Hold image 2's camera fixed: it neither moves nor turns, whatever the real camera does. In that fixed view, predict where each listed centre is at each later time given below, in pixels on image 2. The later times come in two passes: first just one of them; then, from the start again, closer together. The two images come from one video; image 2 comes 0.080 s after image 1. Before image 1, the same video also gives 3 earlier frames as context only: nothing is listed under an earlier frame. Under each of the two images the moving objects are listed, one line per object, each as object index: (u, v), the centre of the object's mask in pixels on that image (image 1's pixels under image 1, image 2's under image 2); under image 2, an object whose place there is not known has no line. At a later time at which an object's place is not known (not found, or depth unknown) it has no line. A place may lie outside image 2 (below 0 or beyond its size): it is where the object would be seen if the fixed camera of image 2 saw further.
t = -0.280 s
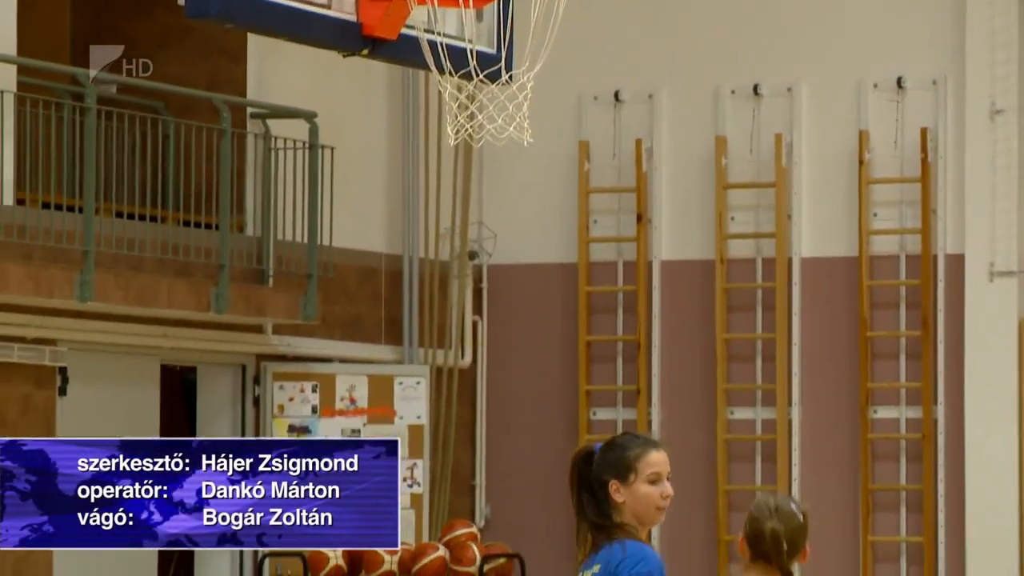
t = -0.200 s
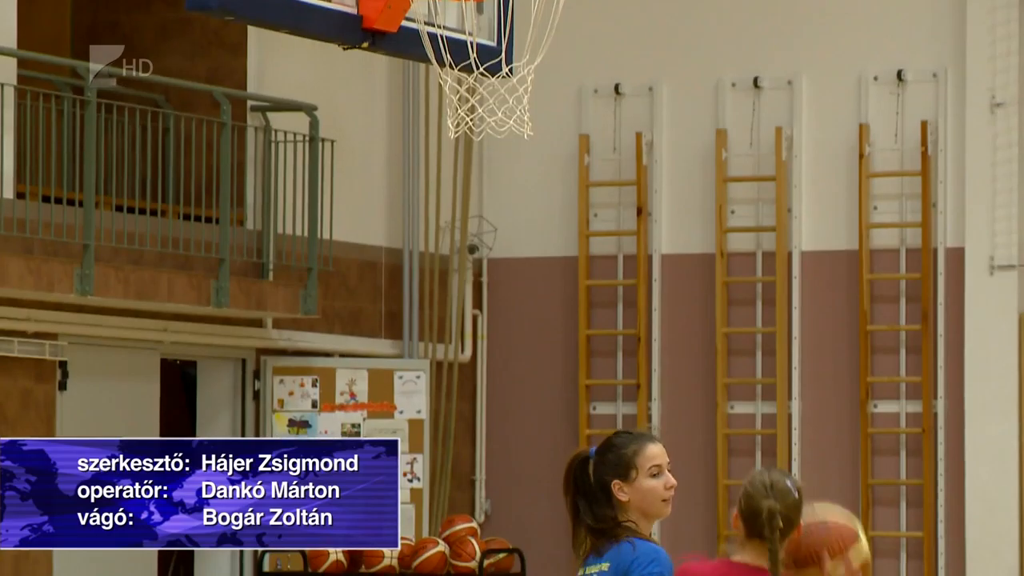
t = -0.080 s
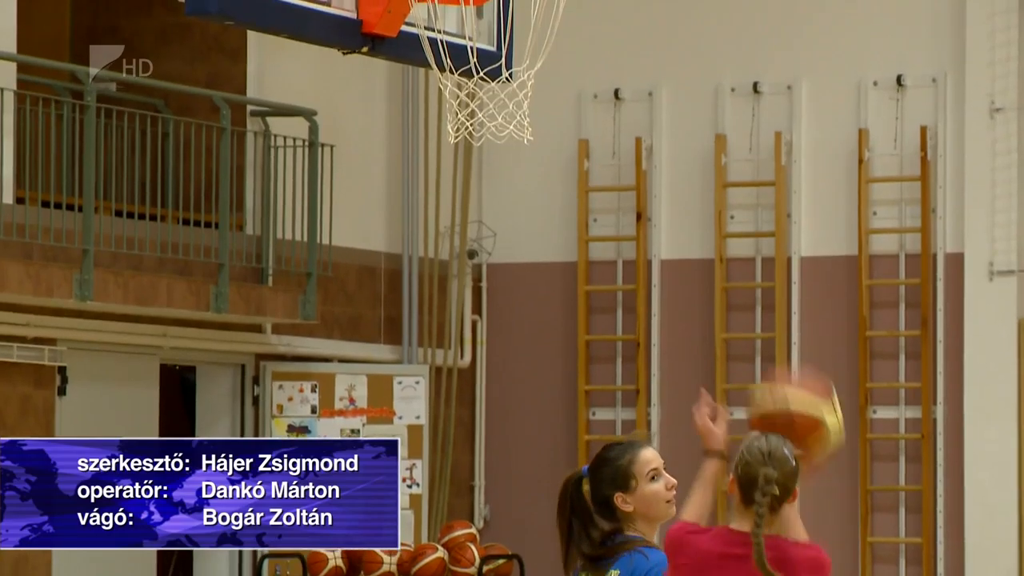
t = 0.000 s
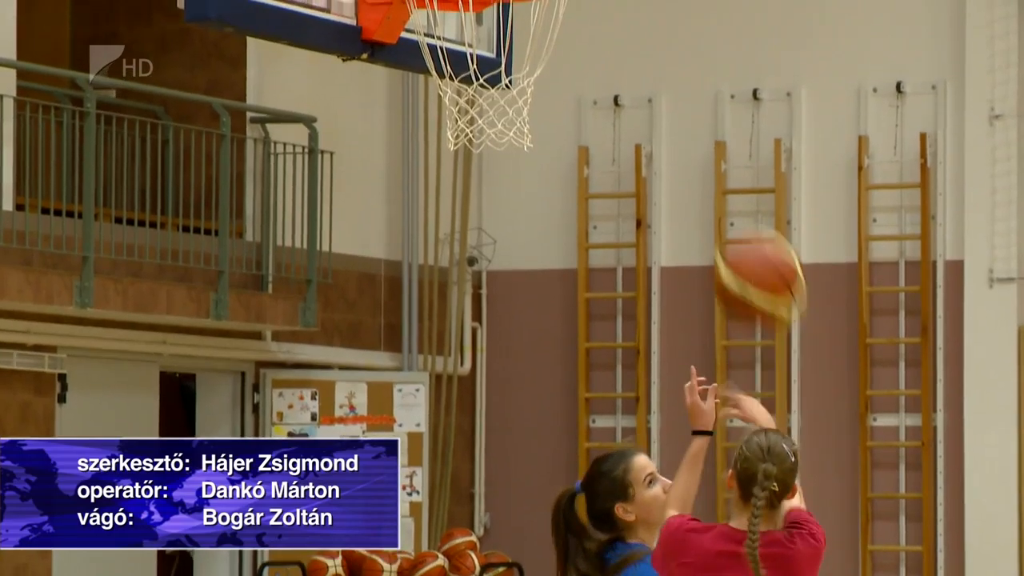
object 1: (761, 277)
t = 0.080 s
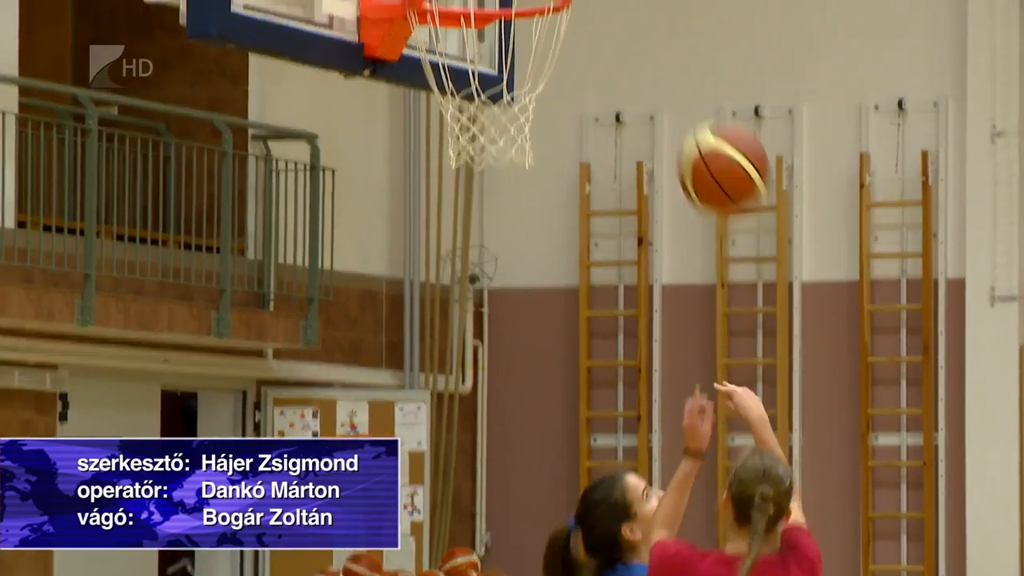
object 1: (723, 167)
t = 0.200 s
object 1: (666, 29)
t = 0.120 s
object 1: (702, 116)
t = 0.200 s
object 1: (666, 29)
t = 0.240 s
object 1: (650, -9)
